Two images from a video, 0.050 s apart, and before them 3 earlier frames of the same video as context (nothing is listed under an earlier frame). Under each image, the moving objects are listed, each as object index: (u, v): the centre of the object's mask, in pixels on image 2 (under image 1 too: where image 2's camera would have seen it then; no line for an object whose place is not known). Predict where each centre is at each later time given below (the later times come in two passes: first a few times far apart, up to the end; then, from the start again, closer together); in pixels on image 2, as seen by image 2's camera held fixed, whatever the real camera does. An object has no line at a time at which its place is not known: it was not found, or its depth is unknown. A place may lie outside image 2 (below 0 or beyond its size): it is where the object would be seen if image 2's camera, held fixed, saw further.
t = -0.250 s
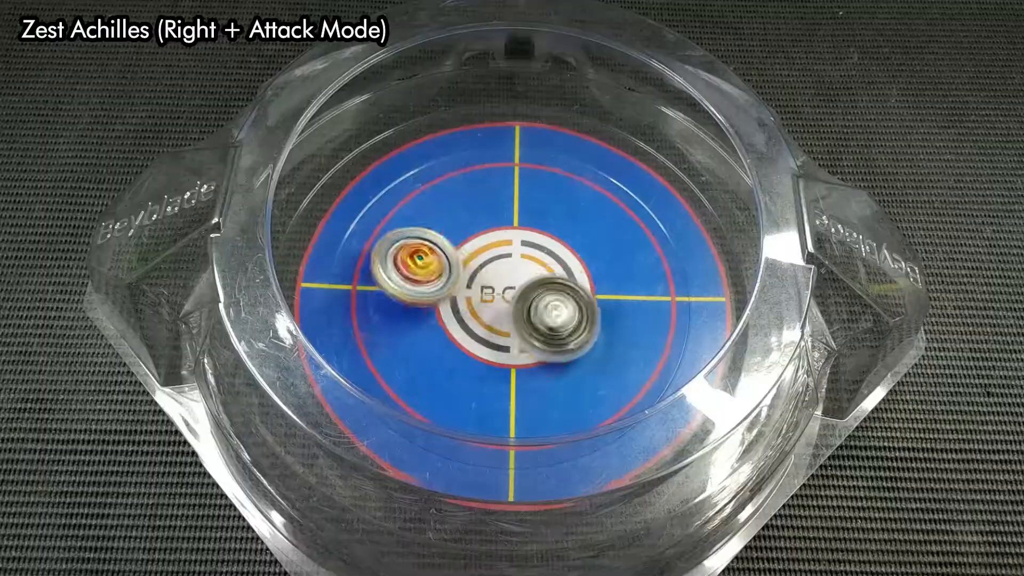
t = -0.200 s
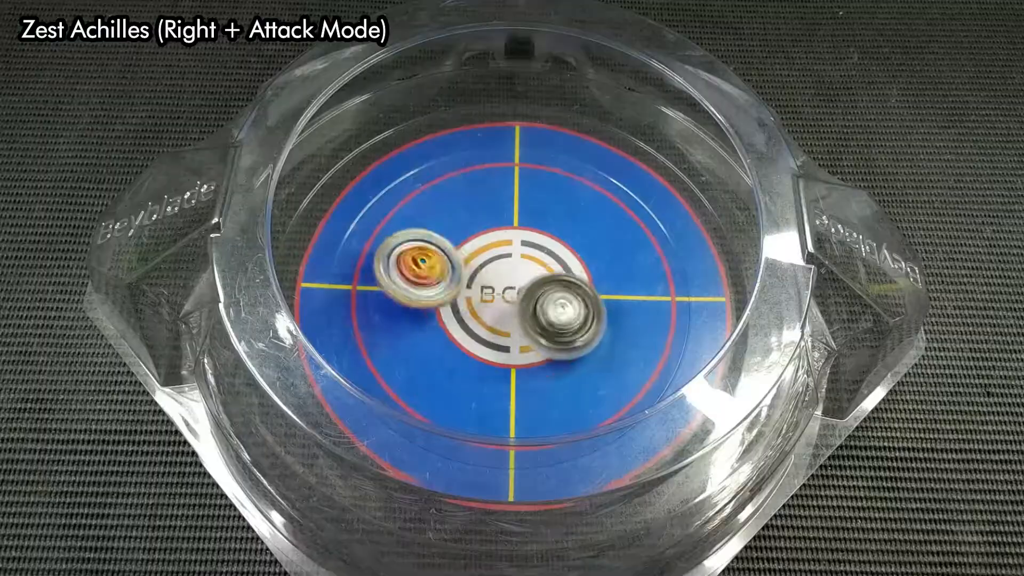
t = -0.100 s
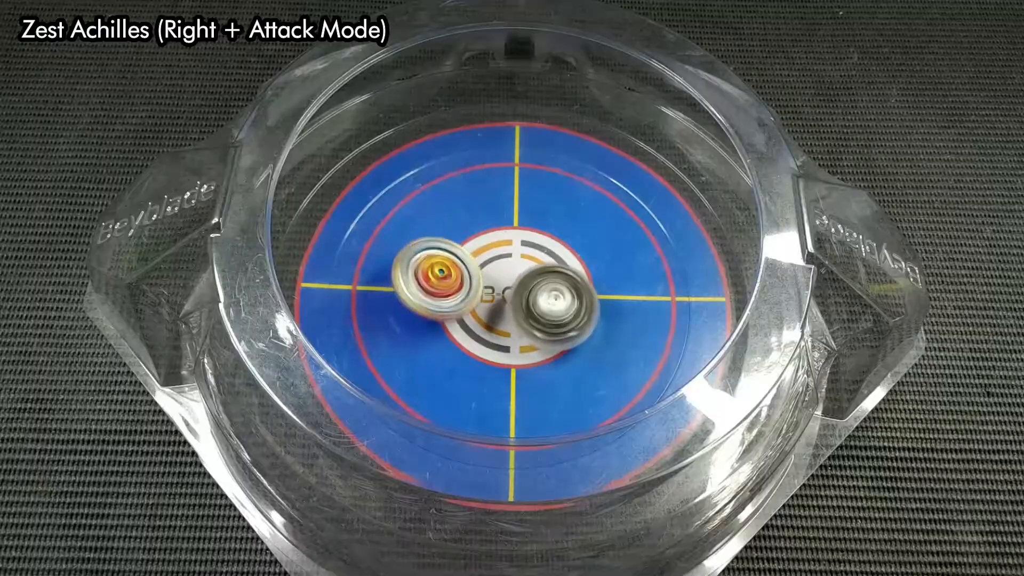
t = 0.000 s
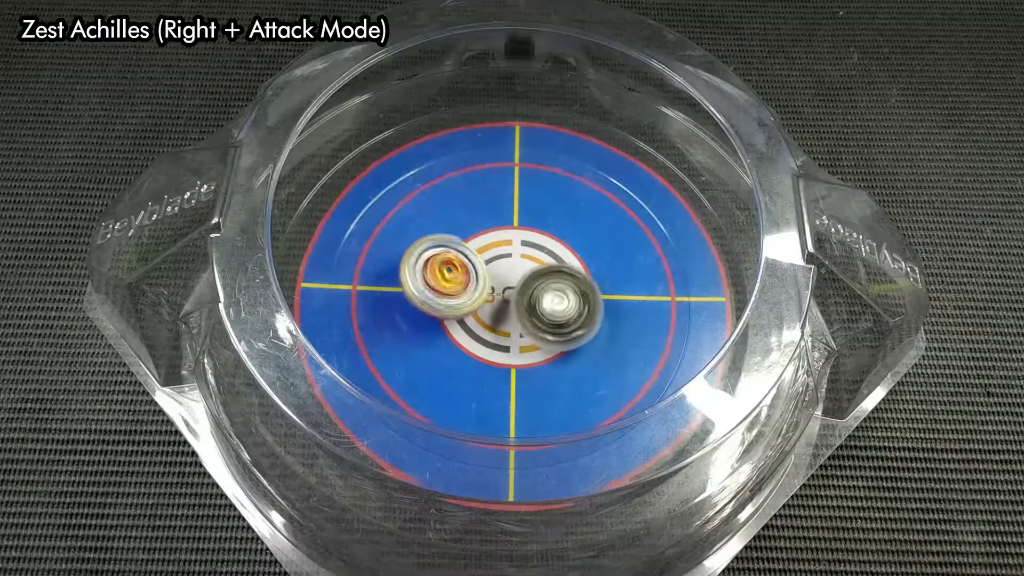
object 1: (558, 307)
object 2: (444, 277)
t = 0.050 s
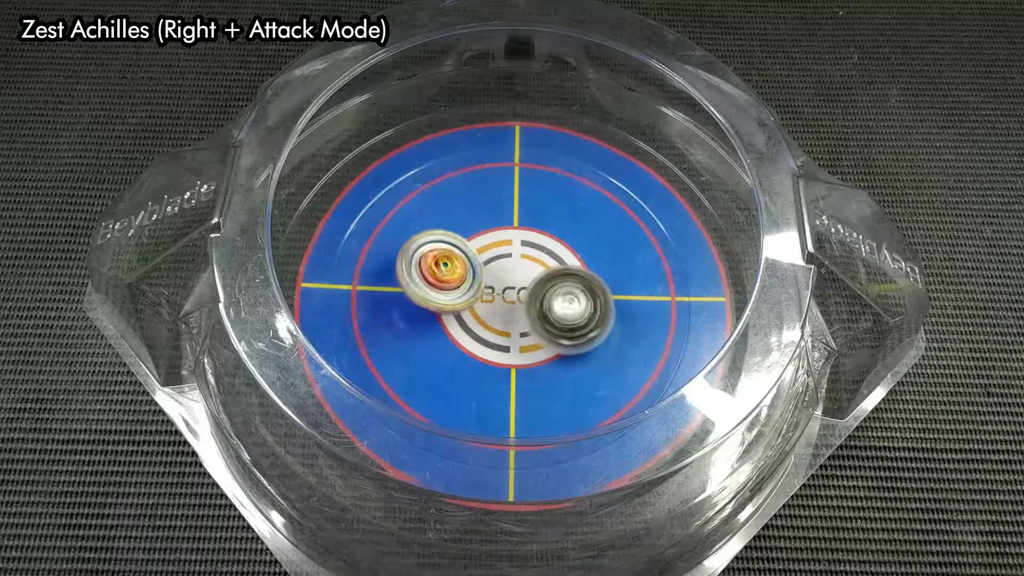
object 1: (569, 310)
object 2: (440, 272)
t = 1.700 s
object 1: (438, 292)
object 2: (645, 289)
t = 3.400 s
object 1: (552, 267)
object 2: (463, 204)
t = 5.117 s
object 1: (442, 227)
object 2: (488, 322)
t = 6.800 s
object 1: (532, 326)
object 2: (490, 258)
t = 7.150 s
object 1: (528, 327)
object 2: (493, 259)
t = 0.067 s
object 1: (571, 309)
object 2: (441, 270)
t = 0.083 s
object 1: (571, 309)
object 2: (442, 270)
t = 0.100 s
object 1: (571, 309)
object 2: (444, 270)
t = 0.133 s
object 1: (568, 307)
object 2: (449, 271)
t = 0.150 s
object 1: (568, 305)
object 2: (451, 271)
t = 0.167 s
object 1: (567, 304)
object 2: (455, 272)
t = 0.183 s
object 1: (563, 304)
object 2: (458, 272)
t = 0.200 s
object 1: (562, 303)
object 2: (462, 274)
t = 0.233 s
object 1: (557, 302)
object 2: (467, 275)
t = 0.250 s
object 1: (559, 303)
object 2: (467, 274)
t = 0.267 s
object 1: (559, 303)
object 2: (467, 272)
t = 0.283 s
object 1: (561, 303)
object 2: (467, 271)
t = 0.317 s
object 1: (561, 303)
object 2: (470, 270)
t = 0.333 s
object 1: (561, 304)
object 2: (473, 269)
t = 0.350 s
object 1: (564, 304)
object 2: (471, 265)
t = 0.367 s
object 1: (565, 306)
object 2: (470, 264)
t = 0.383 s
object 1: (567, 307)
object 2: (471, 263)
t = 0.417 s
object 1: (565, 308)
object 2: (473, 261)
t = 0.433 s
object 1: (565, 308)
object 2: (475, 261)
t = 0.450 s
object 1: (563, 307)
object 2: (477, 260)
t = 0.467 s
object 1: (561, 308)
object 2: (479, 261)
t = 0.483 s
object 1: (561, 309)
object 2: (480, 258)
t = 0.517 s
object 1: (570, 320)
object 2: (472, 243)
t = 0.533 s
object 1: (572, 324)
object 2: (469, 238)
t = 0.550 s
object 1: (573, 328)
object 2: (467, 234)
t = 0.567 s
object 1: (573, 330)
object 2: (467, 231)
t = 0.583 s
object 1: (572, 332)
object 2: (466, 229)
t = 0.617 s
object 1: (571, 334)
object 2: (467, 227)
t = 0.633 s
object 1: (571, 334)
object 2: (468, 227)
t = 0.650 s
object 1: (570, 333)
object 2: (469, 227)
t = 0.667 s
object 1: (569, 333)
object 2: (470, 227)
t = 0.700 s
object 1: (565, 331)
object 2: (472, 228)
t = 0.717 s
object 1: (563, 330)
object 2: (473, 230)
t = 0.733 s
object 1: (560, 329)
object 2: (475, 231)
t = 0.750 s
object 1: (559, 328)
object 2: (476, 233)
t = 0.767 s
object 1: (556, 327)
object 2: (479, 235)
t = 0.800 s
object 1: (552, 324)
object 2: (483, 239)
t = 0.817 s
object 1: (549, 323)
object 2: (485, 240)
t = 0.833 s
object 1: (546, 322)
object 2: (488, 243)
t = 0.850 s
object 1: (543, 321)
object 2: (491, 244)
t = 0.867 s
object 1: (544, 328)
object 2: (493, 239)
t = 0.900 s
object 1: (543, 356)
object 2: (494, 210)
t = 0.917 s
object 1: (543, 367)
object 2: (495, 198)
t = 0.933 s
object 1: (543, 377)
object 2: (496, 188)
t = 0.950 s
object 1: (542, 386)
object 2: (497, 181)
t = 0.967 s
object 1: (541, 395)
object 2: (499, 174)
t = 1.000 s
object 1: (539, 404)
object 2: (502, 166)
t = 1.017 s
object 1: (538, 407)
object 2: (504, 164)
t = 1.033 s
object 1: (536, 419)
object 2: (506, 163)
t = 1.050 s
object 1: (534, 423)
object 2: (508, 162)
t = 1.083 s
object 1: (531, 430)
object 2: (511, 161)
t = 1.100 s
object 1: (530, 433)
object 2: (513, 162)
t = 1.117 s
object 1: (528, 434)
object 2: (514, 163)
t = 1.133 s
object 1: (527, 436)
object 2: (515, 164)
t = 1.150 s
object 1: (526, 436)
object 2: (516, 166)
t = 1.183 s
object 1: (524, 436)
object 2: (518, 171)
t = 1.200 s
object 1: (523, 435)
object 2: (520, 174)
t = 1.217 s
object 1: (522, 433)
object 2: (522, 178)
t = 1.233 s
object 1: (522, 431)
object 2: (524, 181)
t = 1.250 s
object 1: (521, 429)
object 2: (526, 185)
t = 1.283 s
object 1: (519, 423)
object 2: (530, 193)
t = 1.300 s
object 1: (519, 419)
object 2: (533, 198)
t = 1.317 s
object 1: (518, 415)
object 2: (535, 202)
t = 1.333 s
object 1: (519, 408)
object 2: (538, 207)
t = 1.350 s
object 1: (518, 405)
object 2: (541, 212)
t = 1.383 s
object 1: (517, 395)
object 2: (546, 223)
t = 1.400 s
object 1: (517, 389)
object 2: (549, 229)
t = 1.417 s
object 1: (517, 383)
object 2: (551, 235)
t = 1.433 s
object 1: (516, 377)
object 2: (553, 241)
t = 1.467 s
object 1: (514, 364)
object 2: (559, 254)
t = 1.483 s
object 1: (514, 358)
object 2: (563, 261)
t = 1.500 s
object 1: (513, 351)
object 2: (566, 267)
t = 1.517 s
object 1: (512, 345)
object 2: (570, 272)
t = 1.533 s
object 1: (506, 340)
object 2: (578, 276)
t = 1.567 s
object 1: (490, 330)
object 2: (596, 278)
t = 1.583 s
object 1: (482, 326)
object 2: (603, 279)
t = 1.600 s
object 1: (476, 321)
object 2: (611, 280)
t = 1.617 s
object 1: (469, 316)
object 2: (618, 282)
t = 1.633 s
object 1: (462, 311)
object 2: (623, 284)
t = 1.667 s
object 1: (449, 301)
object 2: (635, 286)
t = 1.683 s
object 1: (443, 297)
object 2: (641, 287)
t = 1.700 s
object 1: (438, 292)
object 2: (645, 289)
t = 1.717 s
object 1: (432, 288)
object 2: (649, 289)
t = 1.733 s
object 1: (428, 284)
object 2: (651, 292)
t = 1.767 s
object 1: (419, 277)
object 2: (655, 294)
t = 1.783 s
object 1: (415, 275)
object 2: (655, 295)
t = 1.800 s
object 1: (410, 272)
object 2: (657, 295)
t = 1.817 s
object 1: (408, 270)
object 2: (656, 297)
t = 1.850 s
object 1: (401, 268)
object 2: (655, 299)
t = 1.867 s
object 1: (399, 267)
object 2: (653, 299)
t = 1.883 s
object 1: (398, 266)
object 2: (651, 300)
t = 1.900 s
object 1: (397, 266)
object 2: (647, 300)
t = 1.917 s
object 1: (397, 266)
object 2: (645, 300)
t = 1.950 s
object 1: (396, 267)
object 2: (636, 299)
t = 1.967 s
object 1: (396, 268)
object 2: (631, 300)
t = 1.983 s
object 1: (396, 269)
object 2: (626, 300)
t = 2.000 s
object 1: (398, 271)
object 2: (622, 301)
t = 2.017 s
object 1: (398, 272)
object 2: (615, 302)
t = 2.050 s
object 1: (402, 275)
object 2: (602, 304)
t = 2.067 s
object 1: (404, 276)
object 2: (596, 306)
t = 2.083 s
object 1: (408, 278)
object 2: (589, 308)
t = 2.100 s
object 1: (411, 279)
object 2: (582, 309)
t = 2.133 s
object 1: (418, 282)
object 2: (566, 315)
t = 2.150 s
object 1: (423, 283)
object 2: (559, 317)
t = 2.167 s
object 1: (427, 285)
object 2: (550, 320)
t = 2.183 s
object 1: (431, 285)
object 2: (542, 321)
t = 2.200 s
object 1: (436, 287)
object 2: (533, 324)
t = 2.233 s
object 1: (442, 284)
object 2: (522, 335)
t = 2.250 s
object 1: (439, 277)
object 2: (521, 343)
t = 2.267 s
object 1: (437, 270)
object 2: (519, 349)
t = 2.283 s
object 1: (435, 264)
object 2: (515, 355)
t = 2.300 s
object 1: (435, 259)
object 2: (512, 360)
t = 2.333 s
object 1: (436, 253)
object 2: (503, 368)
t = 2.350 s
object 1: (436, 248)
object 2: (499, 373)
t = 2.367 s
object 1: (439, 248)
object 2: (494, 376)
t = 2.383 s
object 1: (439, 246)
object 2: (491, 379)
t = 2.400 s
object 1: (443, 246)
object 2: (485, 384)
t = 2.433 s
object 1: (446, 244)
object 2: (479, 388)
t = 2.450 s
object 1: (449, 242)
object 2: (475, 391)
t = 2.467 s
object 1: (451, 242)
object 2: (472, 392)
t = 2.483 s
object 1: (455, 241)
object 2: (468, 392)
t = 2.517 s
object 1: (461, 241)
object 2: (464, 393)
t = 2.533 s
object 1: (466, 241)
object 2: (461, 393)
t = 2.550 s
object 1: (469, 242)
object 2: (460, 392)
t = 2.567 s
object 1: (474, 242)
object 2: (459, 392)
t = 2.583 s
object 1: (478, 244)
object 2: (458, 391)
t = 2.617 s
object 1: (487, 244)
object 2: (457, 388)
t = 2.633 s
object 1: (491, 246)
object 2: (457, 386)
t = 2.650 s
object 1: (496, 247)
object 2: (457, 383)
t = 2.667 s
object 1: (501, 249)
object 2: (457, 381)
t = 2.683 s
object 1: (504, 250)
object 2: (458, 378)
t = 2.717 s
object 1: (515, 253)
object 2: (458, 371)
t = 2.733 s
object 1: (518, 255)
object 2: (458, 367)
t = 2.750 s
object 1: (522, 256)
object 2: (460, 363)
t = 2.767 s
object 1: (526, 258)
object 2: (458, 359)
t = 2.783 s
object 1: (528, 259)
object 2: (460, 354)
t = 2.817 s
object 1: (533, 263)
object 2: (462, 344)
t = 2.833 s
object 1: (537, 265)
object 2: (463, 337)
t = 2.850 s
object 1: (539, 267)
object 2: (462, 331)
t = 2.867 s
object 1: (540, 268)
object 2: (464, 327)
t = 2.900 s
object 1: (542, 270)
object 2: (466, 313)
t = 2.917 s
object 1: (542, 270)
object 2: (466, 309)
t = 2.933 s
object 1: (546, 271)
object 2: (463, 301)
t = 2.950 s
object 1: (551, 269)
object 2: (461, 295)
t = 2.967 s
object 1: (555, 267)
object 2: (459, 289)
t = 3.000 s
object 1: (561, 265)
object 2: (455, 277)
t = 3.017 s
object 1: (564, 262)
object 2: (454, 272)
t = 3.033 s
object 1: (564, 262)
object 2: (451, 265)
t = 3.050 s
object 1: (566, 260)
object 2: (451, 261)
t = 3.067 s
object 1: (567, 257)
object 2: (449, 255)
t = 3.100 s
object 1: (566, 254)
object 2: (448, 246)
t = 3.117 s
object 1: (566, 254)
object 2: (447, 242)
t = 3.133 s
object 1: (565, 253)
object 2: (447, 238)
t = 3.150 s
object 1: (565, 251)
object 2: (448, 235)
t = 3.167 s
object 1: (565, 248)
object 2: (448, 231)
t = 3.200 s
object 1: (562, 247)
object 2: (451, 225)
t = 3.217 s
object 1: (562, 247)
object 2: (451, 222)
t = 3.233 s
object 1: (559, 248)
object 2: (453, 220)
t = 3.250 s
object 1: (557, 248)
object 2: (455, 219)
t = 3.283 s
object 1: (554, 250)
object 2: (458, 214)
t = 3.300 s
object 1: (553, 250)
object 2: (460, 214)
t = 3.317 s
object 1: (551, 252)
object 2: (462, 212)
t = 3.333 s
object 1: (548, 254)
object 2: (464, 212)
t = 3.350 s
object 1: (547, 253)
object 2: (466, 213)
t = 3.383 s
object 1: (551, 262)
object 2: (464, 206)
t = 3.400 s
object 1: (552, 267)
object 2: (463, 204)
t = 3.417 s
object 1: (552, 272)
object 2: (462, 203)
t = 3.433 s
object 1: (552, 277)
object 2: (463, 202)
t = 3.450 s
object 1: (551, 282)
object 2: (464, 202)
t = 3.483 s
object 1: (547, 288)
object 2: (466, 203)
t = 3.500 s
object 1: (544, 289)
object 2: (466, 204)
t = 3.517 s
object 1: (541, 292)
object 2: (467, 206)
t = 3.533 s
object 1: (540, 295)
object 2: (469, 208)
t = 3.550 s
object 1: (538, 295)
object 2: (470, 210)
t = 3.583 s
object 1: (537, 297)
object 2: (474, 215)
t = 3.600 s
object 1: (536, 298)
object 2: (476, 218)
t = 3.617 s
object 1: (536, 299)
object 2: (480, 221)
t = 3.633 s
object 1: (535, 300)
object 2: (482, 224)
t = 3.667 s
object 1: (535, 314)
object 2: (484, 216)
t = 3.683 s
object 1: (536, 321)
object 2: (485, 214)
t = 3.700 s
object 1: (537, 329)
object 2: (487, 213)
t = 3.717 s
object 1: (537, 334)
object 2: (488, 213)
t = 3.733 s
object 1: (537, 340)
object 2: (489, 214)
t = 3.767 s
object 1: (536, 348)
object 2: (490, 217)
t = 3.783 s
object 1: (537, 351)
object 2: (492, 219)
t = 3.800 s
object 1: (537, 354)
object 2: (494, 221)
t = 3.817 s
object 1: (536, 356)
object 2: (495, 224)
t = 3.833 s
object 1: (535, 357)
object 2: (498, 227)
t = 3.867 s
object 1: (534, 359)
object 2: (503, 235)
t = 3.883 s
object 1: (533, 359)
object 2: (506, 238)
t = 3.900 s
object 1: (533, 358)
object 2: (509, 243)
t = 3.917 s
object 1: (533, 357)
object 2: (511, 248)
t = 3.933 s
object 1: (532, 356)
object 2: (515, 251)
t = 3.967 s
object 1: (531, 353)
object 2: (521, 262)
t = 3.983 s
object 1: (530, 352)
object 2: (525, 265)
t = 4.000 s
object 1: (526, 359)
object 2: (534, 259)
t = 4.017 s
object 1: (519, 369)
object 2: (544, 251)
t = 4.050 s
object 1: (505, 383)
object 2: (557, 236)
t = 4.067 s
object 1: (499, 387)
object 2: (561, 230)
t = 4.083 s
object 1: (494, 392)
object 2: (565, 227)
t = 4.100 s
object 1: (489, 394)
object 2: (568, 224)
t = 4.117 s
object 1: (485, 398)
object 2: (572, 221)
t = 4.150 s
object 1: (478, 400)
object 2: (577, 217)
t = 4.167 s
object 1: (476, 400)
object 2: (580, 217)
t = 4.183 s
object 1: (474, 400)
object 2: (581, 215)
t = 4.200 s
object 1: (473, 400)
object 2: (583, 214)
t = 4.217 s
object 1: (473, 399)
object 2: (585, 214)
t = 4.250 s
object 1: (473, 396)
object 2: (584, 216)
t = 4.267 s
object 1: (473, 392)
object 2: (584, 217)
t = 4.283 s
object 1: (475, 390)
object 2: (584, 219)
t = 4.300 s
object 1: (476, 388)
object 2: (583, 220)
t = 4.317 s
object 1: (477, 385)
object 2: (581, 222)
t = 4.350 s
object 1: (480, 378)
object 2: (578, 225)
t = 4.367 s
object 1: (481, 374)
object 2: (579, 228)
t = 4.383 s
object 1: (482, 369)
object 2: (578, 231)
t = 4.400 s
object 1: (484, 363)
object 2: (576, 235)
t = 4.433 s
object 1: (486, 349)
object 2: (571, 241)
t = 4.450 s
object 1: (486, 342)
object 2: (569, 246)
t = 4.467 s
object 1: (486, 333)
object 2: (566, 250)
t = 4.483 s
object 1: (487, 325)
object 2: (563, 255)
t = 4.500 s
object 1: (487, 317)
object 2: (558, 259)
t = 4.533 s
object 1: (486, 297)
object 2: (558, 265)
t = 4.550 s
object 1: (483, 286)
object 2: (559, 270)
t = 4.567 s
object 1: (478, 277)
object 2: (559, 273)
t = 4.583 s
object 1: (473, 266)
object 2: (562, 277)
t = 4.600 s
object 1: (464, 252)
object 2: (562, 282)
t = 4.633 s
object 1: (455, 233)
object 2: (563, 287)
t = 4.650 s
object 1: (450, 226)
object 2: (564, 289)
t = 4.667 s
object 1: (445, 219)
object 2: (563, 292)
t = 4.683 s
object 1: (440, 212)
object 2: (563, 296)
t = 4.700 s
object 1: (436, 206)
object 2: (563, 299)
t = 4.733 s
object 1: (427, 196)
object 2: (560, 305)
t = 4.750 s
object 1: (423, 191)
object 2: (559, 307)
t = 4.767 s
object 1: (419, 186)
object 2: (557, 310)
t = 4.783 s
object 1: (416, 182)
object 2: (556, 312)
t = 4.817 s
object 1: (410, 176)
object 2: (550, 318)
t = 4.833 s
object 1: (407, 173)
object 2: (547, 321)
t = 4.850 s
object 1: (406, 172)
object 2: (545, 322)
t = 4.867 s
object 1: (406, 171)
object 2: (542, 324)
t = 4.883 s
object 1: (406, 172)
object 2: (538, 326)
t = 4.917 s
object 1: (407, 176)
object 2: (532, 328)
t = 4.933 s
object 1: (409, 178)
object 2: (528, 329)
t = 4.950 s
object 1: (411, 181)
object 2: (524, 330)
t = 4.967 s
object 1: (413, 185)
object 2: (520, 331)
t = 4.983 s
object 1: (415, 189)
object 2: (515, 330)
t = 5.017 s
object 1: (420, 197)
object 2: (508, 330)
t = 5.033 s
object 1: (423, 201)
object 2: (505, 329)
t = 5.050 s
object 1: (427, 206)
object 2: (501, 329)
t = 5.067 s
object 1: (430, 212)
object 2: (497, 327)
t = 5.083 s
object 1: (432, 217)
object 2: (494, 326)
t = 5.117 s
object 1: (442, 227)
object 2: (488, 322)
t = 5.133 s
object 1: (446, 232)
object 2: (484, 320)
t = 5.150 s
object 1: (453, 238)
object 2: (481, 317)
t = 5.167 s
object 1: (461, 240)
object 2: (478, 320)
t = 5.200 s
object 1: (479, 236)
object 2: (469, 324)
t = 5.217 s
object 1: (489, 234)
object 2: (463, 324)
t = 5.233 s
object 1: (499, 233)
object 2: (457, 324)
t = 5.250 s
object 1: (508, 233)
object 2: (456, 324)
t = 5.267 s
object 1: (517, 233)
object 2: (455, 323)
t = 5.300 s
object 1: (533, 234)
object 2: (454, 318)
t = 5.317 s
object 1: (541, 234)
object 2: (454, 316)
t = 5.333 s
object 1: (547, 234)
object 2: (454, 315)
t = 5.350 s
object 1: (553, 234)
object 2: (455, 311)
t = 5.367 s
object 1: (559, 234)
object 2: (457, 310)
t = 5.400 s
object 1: (568, 236)
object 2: (460, 306)
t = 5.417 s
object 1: (571, 237)
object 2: (462, 302)
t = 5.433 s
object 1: (574, 238)
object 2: (464, 300)
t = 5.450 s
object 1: (576, 239)
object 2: (468, 298)
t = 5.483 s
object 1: (579, 240)
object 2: (475, 289)
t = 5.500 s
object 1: (580, 241)
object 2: (481, 285)
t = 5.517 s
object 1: (582, 244)
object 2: (484, 283)
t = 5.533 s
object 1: (581, 246)
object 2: (489, 280)
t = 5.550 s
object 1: (578, 250)
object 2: (493, 278)
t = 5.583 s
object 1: (588, 249)
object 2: (495, 270)
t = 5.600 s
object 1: (594, 253)
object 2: (491, 266)
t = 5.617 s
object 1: (599, 256)
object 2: (489, 261)
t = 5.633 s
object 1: (604, 258)
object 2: (487, 256)
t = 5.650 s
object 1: (607, 260)
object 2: (487, 252)
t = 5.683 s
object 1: (612, 263)
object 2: (491, 247)
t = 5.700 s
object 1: (614, 266)
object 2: (494, 246)
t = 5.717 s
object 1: (615, 267)
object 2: (496, 246)
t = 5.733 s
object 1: (615, 269)
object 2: (498, 246)
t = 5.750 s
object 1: (615, 270)
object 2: (501, 245)
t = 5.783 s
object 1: (612, 273)
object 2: (506, 244)
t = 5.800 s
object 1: (611, 275)
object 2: (507, 245)
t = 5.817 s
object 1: (607, 276)
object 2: (509, 246)
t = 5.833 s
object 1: (605, 278)
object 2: (512, 247)
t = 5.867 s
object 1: (595, 282)
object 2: (518, 249)
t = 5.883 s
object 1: (593, 283)
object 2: (519, 252)
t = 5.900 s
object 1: (589, 286)
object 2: (520, 255)
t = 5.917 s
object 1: (587, 288)
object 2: (519, 257)
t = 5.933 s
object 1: (583, 294)
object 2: (520, 258)
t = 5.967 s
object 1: (575, 305)
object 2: (520, 259)
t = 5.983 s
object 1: (574, 311)
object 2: (520, 259)
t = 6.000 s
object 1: (571, 317)
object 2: (519, 260)
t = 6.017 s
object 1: (568, 321)
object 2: (518, 260)
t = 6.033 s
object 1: (565, 325)
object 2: (517, 260)
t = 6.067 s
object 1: (559, 331)
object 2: (516, 261)
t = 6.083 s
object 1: (557, 333)
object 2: (515, 263)
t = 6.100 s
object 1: (554, 335)
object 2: (513, 263)
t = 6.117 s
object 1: (551, 336)
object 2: (511, 263)
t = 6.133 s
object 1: (549, 336)
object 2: (509, 263)
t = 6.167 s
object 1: (544, 335)
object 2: (505, 265)
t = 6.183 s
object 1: (541, 335)
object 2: (504, 265)
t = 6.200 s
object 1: (539, 333)
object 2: (502, 266)
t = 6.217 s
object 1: (538, 331)
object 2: (500, 265)
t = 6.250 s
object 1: (536, 328)
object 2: (497, 266)
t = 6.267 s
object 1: (535, 327)
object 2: (494, 266)
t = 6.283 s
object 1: (535, 326)
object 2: (493, 266)
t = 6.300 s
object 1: (535, 324)
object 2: (490, 266)
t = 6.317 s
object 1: (534, 323)
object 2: (488, 265)
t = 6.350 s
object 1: (533, 322)
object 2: (486, 264)
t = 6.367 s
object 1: (532, 322)
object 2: (486, 263)
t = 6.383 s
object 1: (532, 322)
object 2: (486, 262)
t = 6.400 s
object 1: (531, 322)
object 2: (487, 262)
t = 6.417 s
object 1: (530, 322)
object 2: (489, 261)
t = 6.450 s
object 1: (529, 328)
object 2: (489, 253)
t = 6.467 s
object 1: (529, 330)
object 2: (489, 249)
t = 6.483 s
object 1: (528, 331)
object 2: (488, 246)
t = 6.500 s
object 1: (527, 332)
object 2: (486, 243)
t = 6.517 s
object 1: (525, 333)
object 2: (485, 241)
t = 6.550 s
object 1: (522, 334)
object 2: (483, 239)
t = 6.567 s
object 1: (520, 334)
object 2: (483, 238)
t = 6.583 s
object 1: (520, 333)
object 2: (482, 238)
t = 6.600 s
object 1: (519, 332)
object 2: (481, 238)
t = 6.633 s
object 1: (519, 330)
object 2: (483, 240)
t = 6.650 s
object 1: (519, 330)
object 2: (485, 241)
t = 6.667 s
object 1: (519, 329)
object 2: (486, 244)
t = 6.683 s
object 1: (520, 328)
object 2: (488, 246)
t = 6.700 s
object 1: (521, 326)
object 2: (488, 249)
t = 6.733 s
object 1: (524, 324)
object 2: (488, 255)
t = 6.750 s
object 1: (526, 324)
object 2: (488, 257)
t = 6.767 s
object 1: (528, 325)
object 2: (488, 258)
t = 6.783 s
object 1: (530, 325)
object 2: (489, 258)
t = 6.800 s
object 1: (532, 326)
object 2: (490, 258)
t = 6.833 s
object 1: (534, 326)
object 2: (492, 258)
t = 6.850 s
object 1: (534, 326)
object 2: (494, 258)
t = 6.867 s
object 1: (535, 326)
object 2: (496, 258)
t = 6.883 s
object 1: (534, 326)
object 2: (497, 258)
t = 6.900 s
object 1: (534, 326)
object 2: (499, 257)
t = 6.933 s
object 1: (534, 326)
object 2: (501, 256)
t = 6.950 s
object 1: (533, 326)
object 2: (502, 256)
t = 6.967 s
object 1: (533, 325)
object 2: (503, 255)
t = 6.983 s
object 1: (532, 326)
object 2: (503, 256)
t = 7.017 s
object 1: (532, 326)
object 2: (502, 256)
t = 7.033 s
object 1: (531, 326)
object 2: (501, 257)
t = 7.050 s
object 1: (531, 326)
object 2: (500, 257)
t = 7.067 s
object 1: (530, 326)
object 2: (499, 257)
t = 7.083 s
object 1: (530, 326)
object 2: (497, 258)
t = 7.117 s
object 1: (529, 327)
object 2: (495, 258)
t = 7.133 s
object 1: (528, 327)
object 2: (494, 259)
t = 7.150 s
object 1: (528, 327)
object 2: (493, 259)
